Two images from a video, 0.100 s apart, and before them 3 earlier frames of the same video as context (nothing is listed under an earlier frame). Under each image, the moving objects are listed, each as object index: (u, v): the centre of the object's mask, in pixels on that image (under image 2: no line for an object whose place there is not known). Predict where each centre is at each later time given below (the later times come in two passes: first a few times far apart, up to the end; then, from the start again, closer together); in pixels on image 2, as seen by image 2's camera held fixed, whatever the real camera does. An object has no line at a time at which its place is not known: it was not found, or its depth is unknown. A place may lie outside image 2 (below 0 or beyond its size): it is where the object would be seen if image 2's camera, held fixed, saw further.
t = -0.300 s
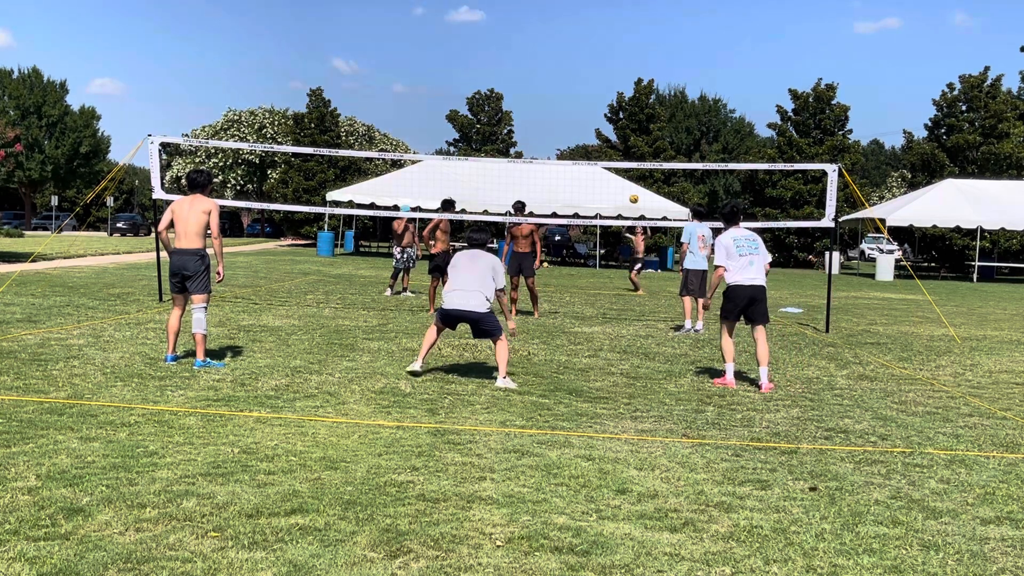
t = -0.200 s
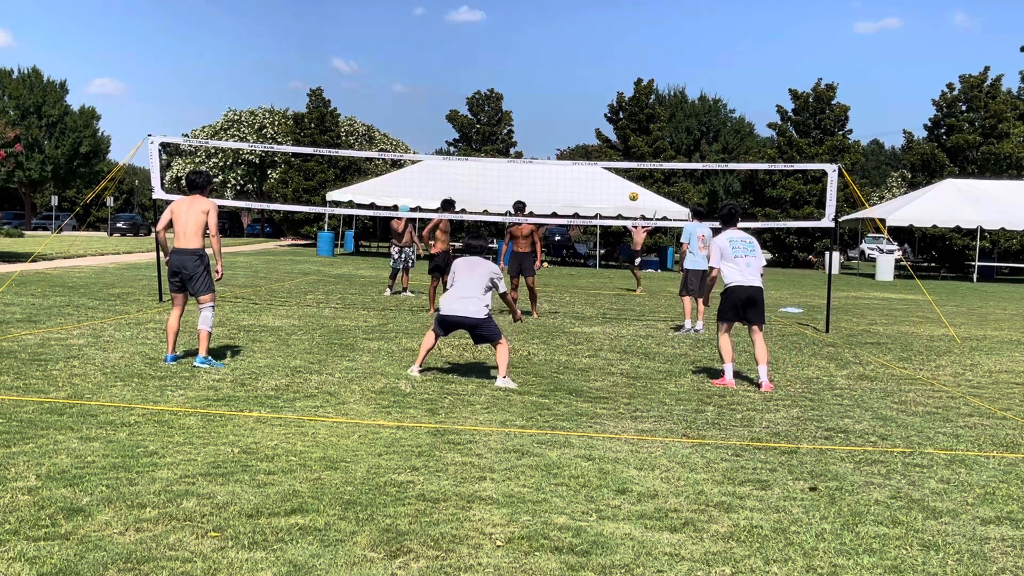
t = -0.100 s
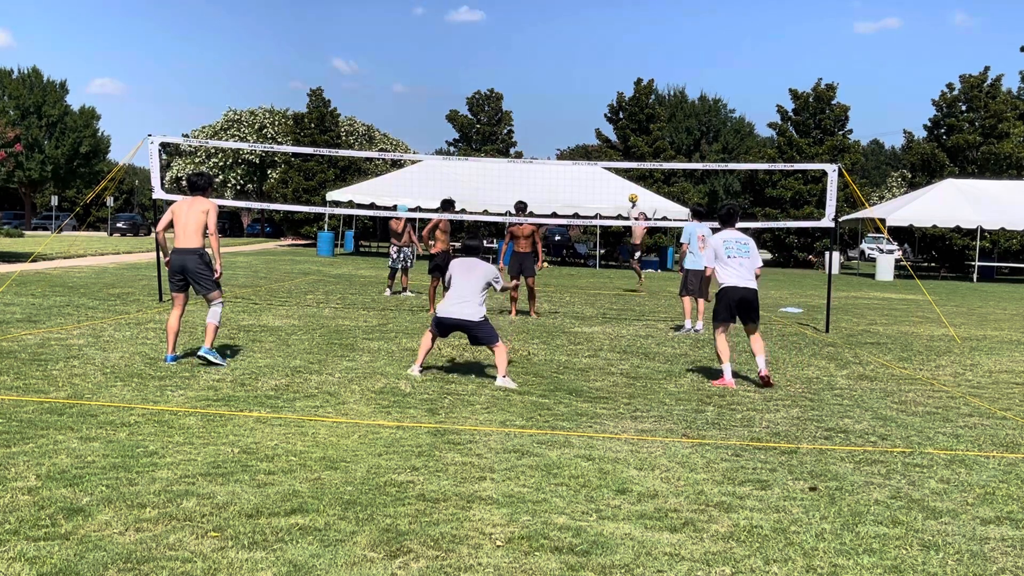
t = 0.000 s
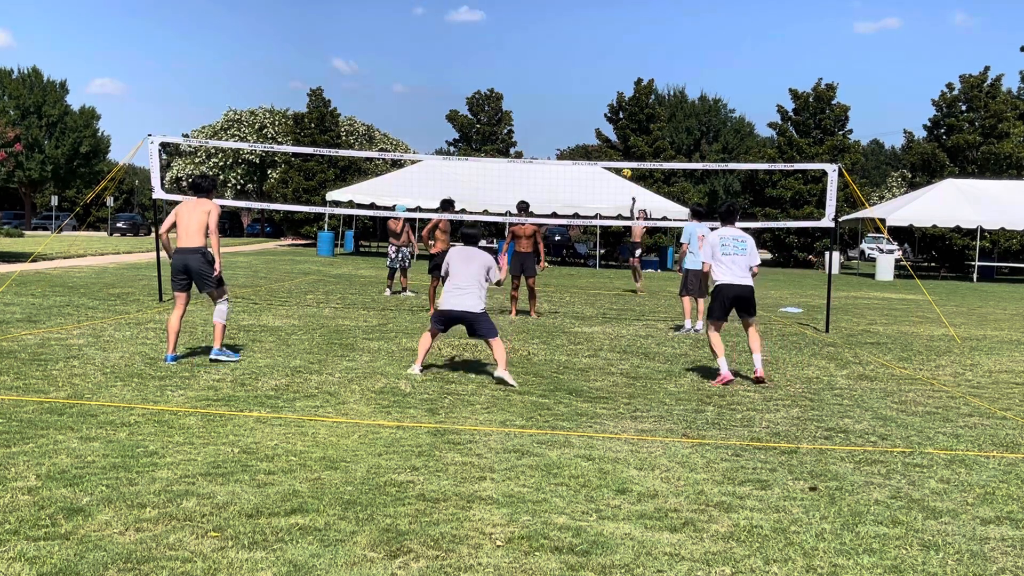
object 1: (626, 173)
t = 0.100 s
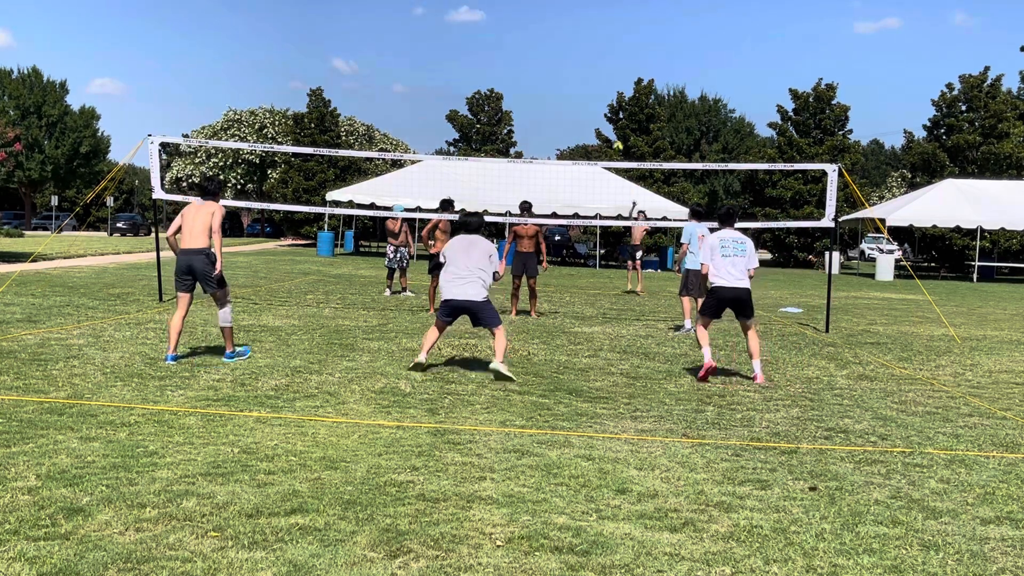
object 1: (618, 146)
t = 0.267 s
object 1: (600, 108)
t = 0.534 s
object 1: (565, 69)
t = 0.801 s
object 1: (523, 70)
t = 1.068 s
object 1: (470, 127)
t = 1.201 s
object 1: (437, 184)
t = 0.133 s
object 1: (615, 138)
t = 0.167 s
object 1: (611, 131)
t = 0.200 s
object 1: (608, 123)
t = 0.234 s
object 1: (604, 116)
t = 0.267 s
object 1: (600, 108)
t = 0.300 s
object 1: (596, 102)
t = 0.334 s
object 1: (592, 96)
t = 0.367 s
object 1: (588, 90)
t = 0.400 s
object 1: (584, 85)
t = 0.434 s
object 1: (579, 80)
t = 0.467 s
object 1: (575, 76)
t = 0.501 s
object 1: (570, 72)
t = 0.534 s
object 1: (565, 69)
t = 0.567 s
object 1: (560, 67)
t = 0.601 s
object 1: (555, 65)
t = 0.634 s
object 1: (550, 64)
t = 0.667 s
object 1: (545, 64)
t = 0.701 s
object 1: (539, 64)
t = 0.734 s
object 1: (534, 65)
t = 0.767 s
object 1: (529, 67)
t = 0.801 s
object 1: (523, 70)
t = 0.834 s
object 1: (517, 74)
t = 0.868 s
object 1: (512, 78)
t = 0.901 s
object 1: (506, 84)
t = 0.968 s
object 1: (493, 96)
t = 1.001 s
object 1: (485, 105)
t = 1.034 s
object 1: (478, 114)
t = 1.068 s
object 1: (470, 127)
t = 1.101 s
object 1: (462, 139)
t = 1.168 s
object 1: (446, 169)
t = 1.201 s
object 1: (437, 184)
